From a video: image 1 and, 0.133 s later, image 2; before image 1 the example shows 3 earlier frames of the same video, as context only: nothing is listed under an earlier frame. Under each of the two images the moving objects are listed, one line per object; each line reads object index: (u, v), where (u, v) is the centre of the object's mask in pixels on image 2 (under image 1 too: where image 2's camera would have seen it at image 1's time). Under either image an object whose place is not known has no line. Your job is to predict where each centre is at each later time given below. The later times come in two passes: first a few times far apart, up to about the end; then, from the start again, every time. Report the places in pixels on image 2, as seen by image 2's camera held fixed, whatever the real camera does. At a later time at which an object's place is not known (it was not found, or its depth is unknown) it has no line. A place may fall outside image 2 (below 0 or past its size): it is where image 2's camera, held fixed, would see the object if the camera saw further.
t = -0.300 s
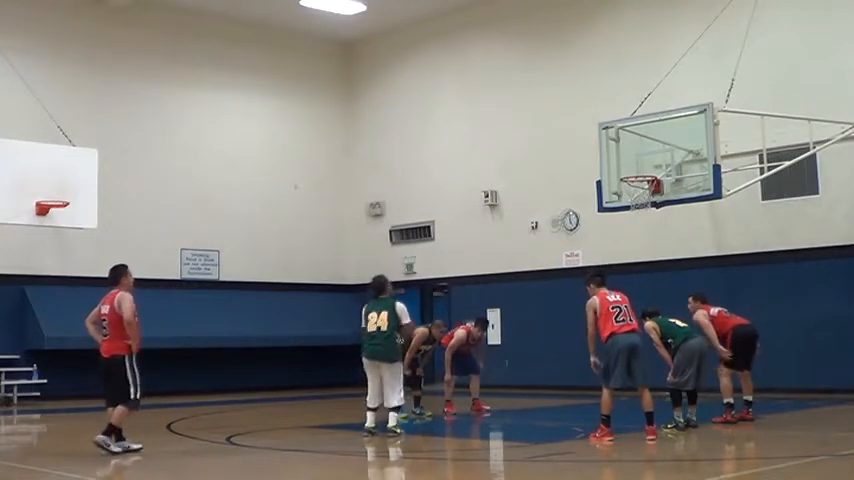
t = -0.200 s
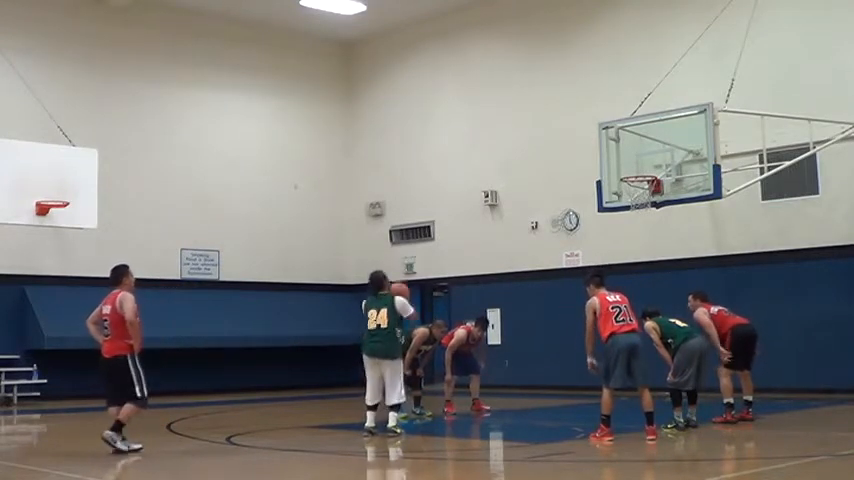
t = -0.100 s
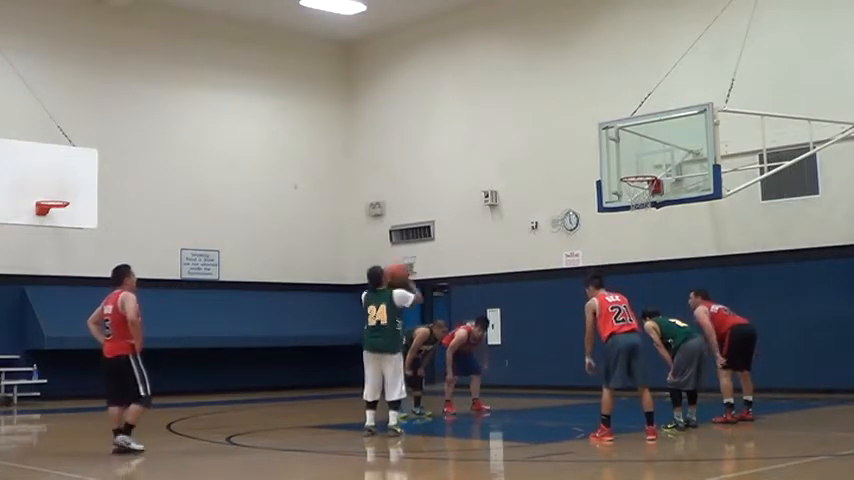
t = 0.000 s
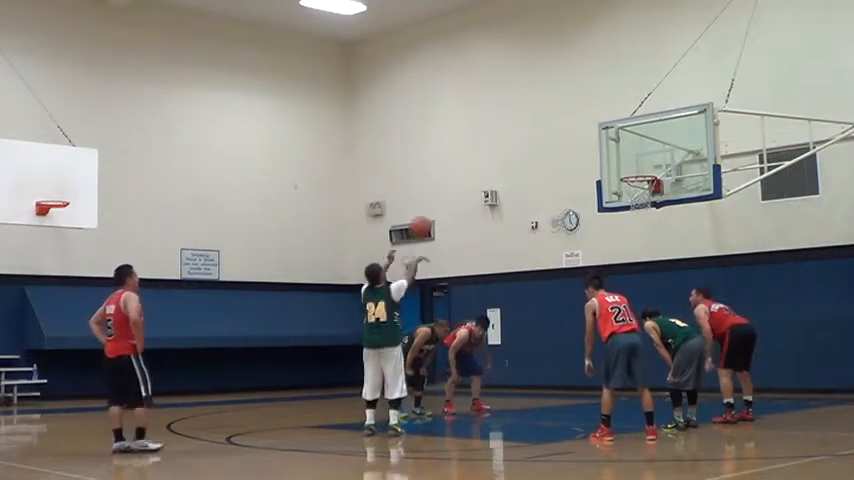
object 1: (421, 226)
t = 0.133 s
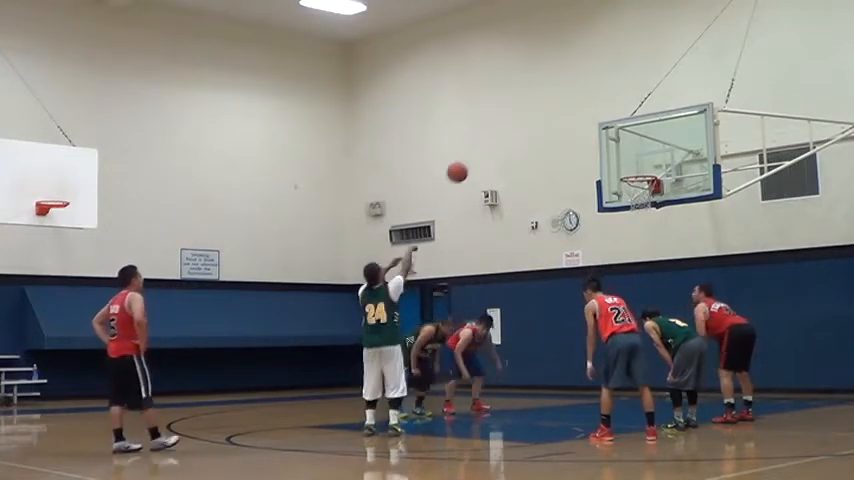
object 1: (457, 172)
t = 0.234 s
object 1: (483, 143)
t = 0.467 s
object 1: (540, 111)
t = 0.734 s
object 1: (599, 128)
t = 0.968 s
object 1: (647, 183)
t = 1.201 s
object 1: (615, 209)
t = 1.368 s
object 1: (594, 242)
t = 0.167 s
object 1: (465, 161)
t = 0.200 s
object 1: (474, 151)
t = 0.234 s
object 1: (483, 143)
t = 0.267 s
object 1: (491, 135)
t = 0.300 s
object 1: (499, 129)
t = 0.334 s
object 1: (508, 123)
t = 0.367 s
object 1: (516, 119)
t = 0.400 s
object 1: (524, 115)
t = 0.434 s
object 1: (532, 113)
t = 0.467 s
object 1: (540, 111)
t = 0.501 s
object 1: (548, 110)
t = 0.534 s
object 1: (555, 110)
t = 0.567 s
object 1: (563, 111)
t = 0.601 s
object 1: (570, 112)
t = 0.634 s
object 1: (577, 115)
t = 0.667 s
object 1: (585, 118)
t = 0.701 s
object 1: (592, 123)
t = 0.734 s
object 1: (599, 128)
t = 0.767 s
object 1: (607, 134)
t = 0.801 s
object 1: (614, 140)
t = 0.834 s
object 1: (621, 147)
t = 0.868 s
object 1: (628, 155)
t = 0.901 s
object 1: (635, 164)
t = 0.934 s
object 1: (642, 173)
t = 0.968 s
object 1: (647, 183)
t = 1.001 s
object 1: (648, 188)
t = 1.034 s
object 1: (635, 197)
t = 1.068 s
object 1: (631, 199)
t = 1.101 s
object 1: (628, 200)
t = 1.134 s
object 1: (623, 201)
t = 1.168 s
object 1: (618, 206)
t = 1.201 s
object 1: (615, 209)
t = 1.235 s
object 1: (610, 215)
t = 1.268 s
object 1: (606, 220)
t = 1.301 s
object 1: (603, 227)
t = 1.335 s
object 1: (598, 234)
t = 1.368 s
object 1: (594, 242)
